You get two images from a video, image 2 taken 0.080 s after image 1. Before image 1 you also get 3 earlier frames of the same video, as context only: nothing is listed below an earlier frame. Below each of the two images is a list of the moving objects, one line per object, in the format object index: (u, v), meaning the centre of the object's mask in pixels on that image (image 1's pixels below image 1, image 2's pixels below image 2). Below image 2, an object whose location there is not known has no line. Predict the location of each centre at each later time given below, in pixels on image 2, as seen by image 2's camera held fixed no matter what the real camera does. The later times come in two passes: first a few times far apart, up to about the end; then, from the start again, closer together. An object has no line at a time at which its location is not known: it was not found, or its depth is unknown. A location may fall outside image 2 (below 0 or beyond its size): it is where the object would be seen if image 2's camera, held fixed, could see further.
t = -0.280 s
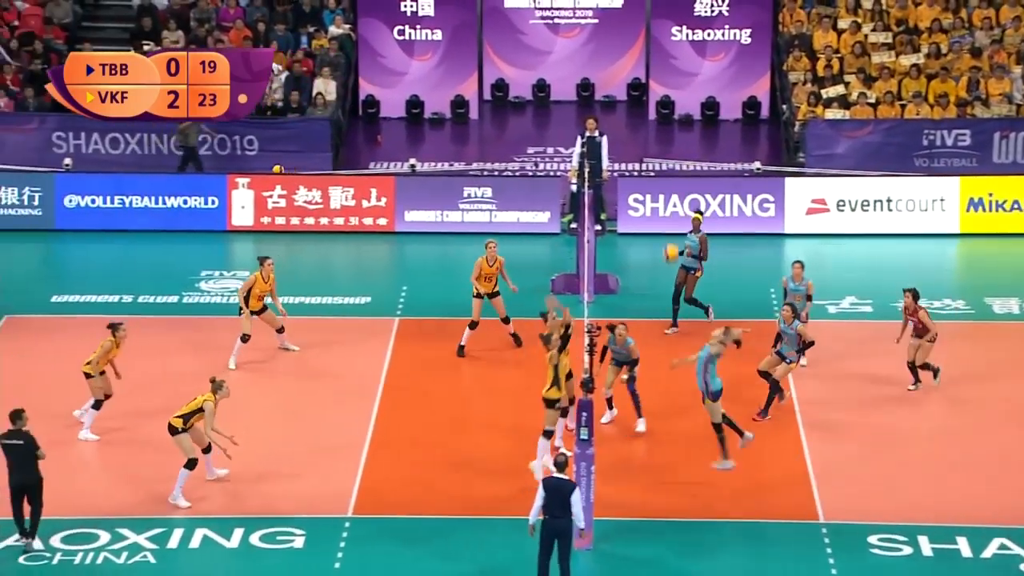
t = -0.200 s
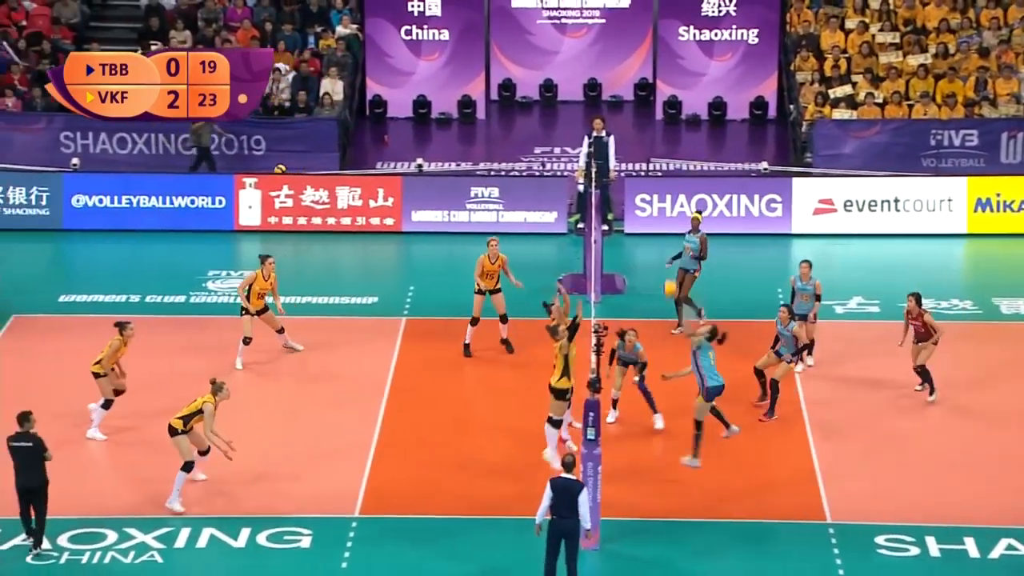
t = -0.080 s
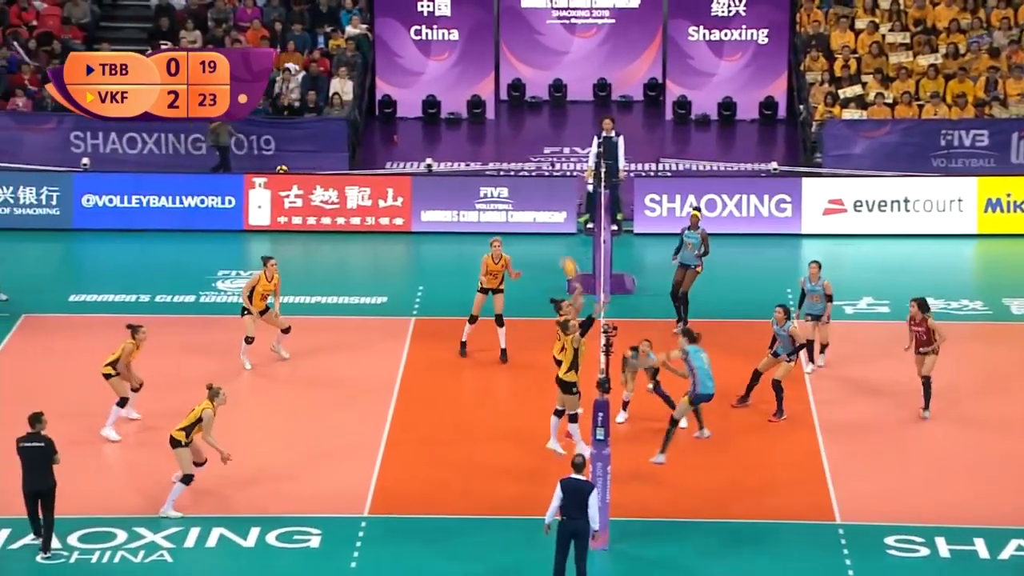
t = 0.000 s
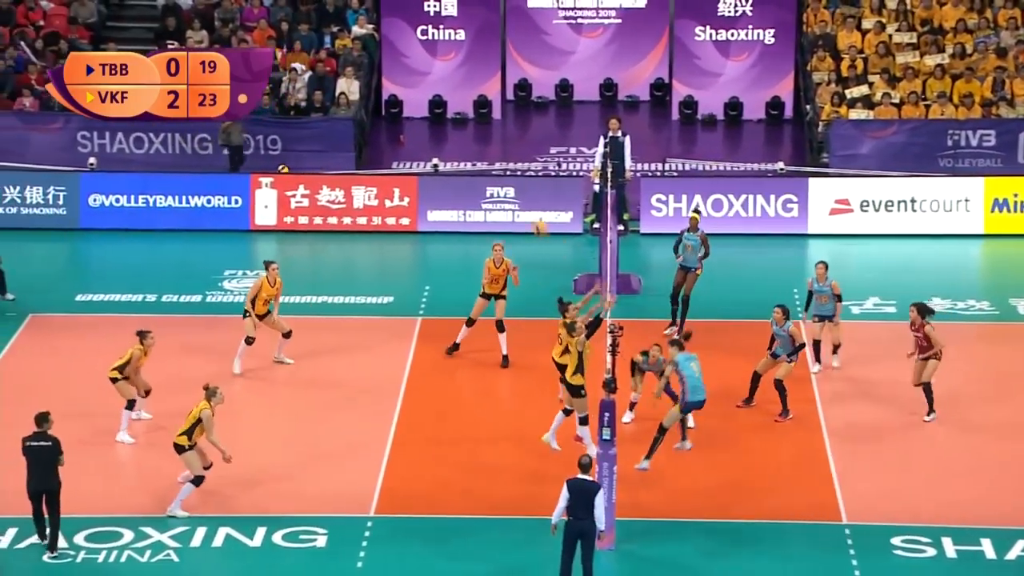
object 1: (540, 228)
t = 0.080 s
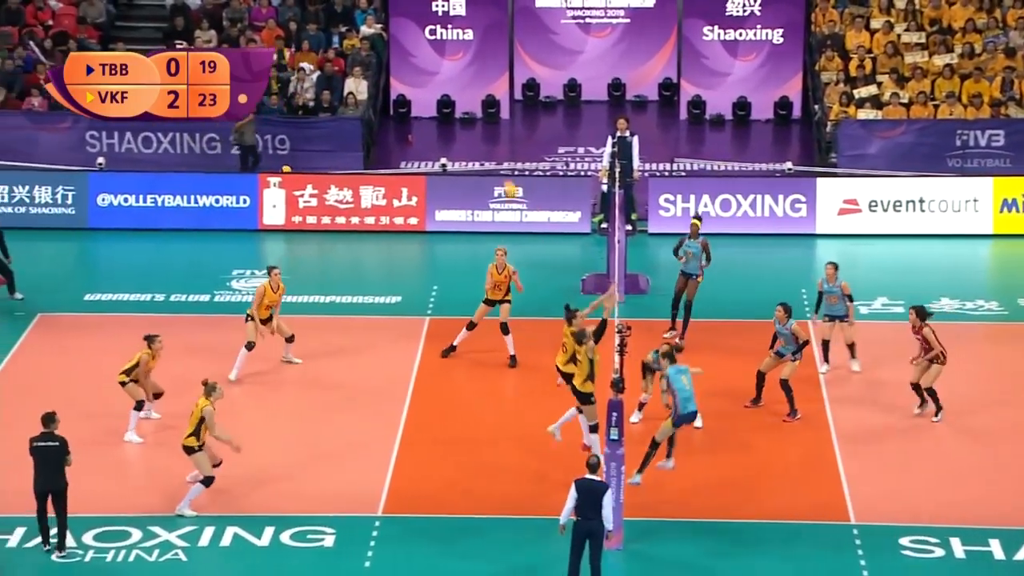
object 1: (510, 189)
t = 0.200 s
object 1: (457, 149)
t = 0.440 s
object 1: (354, 105)
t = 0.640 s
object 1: (275, 105)
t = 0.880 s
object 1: (185, 140)
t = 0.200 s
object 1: (457, 149)
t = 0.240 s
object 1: (439, 138)
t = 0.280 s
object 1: (421, 129)
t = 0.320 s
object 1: (405, 122)
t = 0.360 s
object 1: (388, 115)
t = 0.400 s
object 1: (372, 109)
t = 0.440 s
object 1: (354, 105)
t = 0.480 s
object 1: (337, 102)
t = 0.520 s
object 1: (323, 101)
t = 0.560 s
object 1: (305, 101)
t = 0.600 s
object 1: (290, 101)
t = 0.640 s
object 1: (275, 105)
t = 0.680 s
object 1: (258, 107)
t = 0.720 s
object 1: (243, 112)
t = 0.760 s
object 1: (228, 117)
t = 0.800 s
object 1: (213, 124)
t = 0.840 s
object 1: (200, 131)
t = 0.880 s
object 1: (185, 140)
